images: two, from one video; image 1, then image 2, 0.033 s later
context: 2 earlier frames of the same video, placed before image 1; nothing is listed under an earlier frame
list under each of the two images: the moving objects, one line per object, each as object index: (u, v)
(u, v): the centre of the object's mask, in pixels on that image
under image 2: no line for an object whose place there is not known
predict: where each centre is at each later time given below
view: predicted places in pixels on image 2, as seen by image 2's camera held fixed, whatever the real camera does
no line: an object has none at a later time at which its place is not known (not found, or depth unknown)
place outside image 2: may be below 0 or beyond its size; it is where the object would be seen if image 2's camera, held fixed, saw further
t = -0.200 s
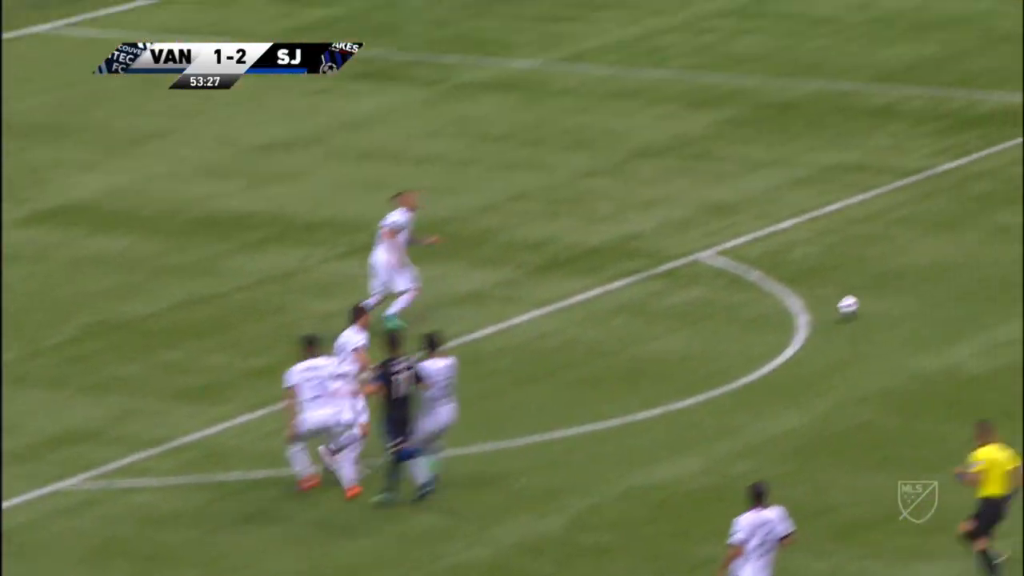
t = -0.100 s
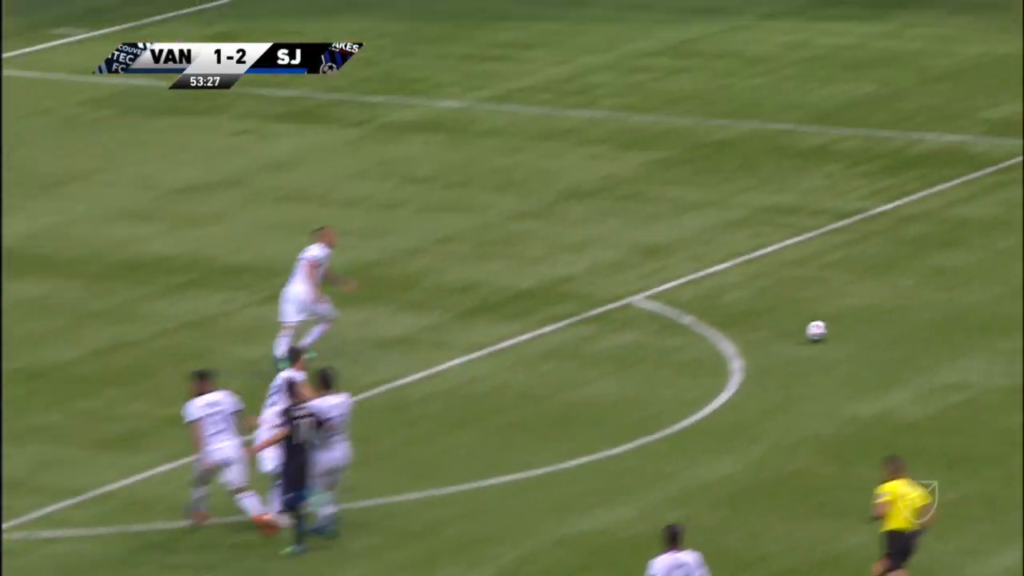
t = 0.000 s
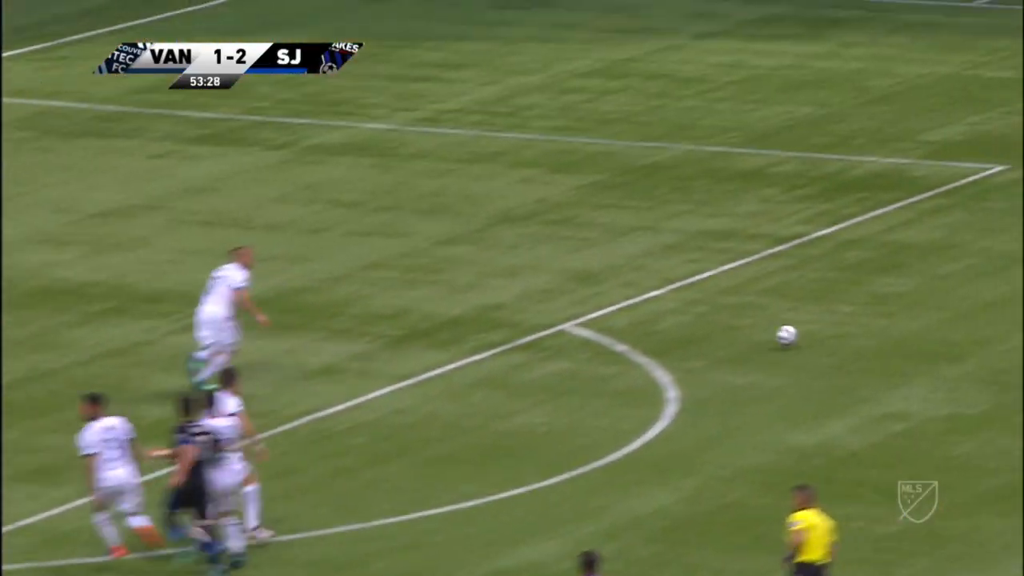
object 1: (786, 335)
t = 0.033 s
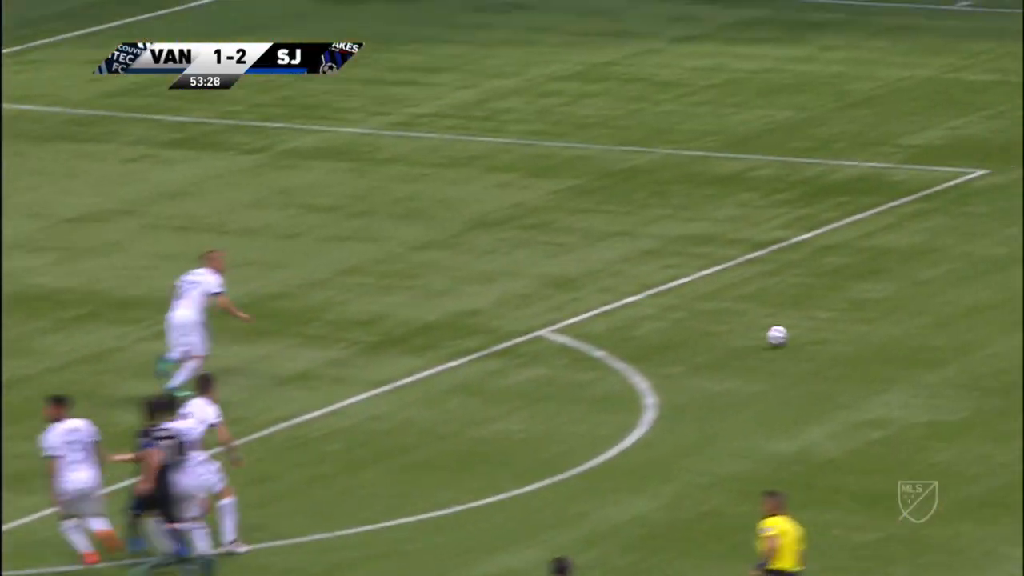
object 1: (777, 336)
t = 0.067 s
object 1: (789, 332)
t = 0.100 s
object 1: (799, 323)
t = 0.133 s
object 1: (810, 316)
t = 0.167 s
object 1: (822, 309)
